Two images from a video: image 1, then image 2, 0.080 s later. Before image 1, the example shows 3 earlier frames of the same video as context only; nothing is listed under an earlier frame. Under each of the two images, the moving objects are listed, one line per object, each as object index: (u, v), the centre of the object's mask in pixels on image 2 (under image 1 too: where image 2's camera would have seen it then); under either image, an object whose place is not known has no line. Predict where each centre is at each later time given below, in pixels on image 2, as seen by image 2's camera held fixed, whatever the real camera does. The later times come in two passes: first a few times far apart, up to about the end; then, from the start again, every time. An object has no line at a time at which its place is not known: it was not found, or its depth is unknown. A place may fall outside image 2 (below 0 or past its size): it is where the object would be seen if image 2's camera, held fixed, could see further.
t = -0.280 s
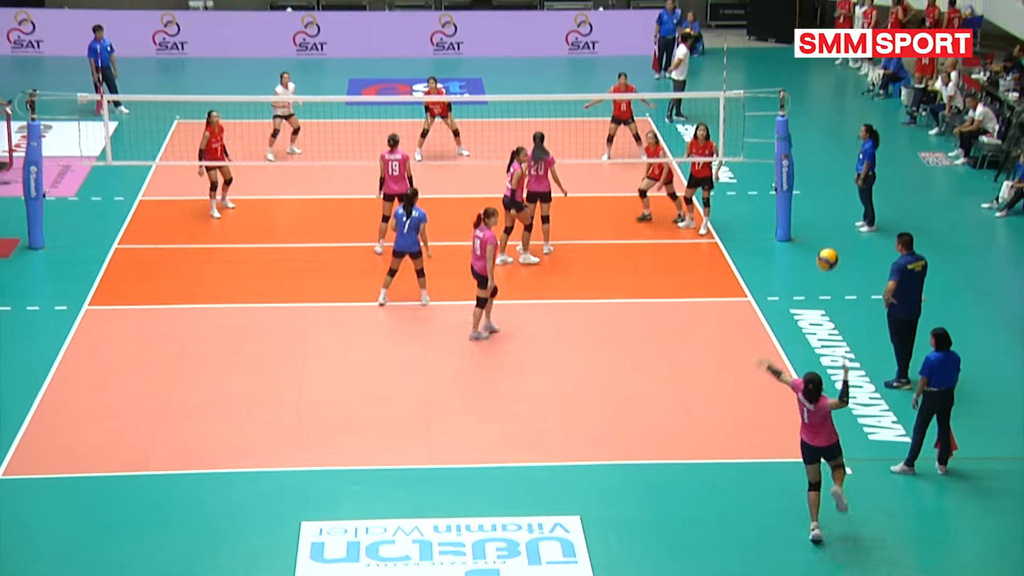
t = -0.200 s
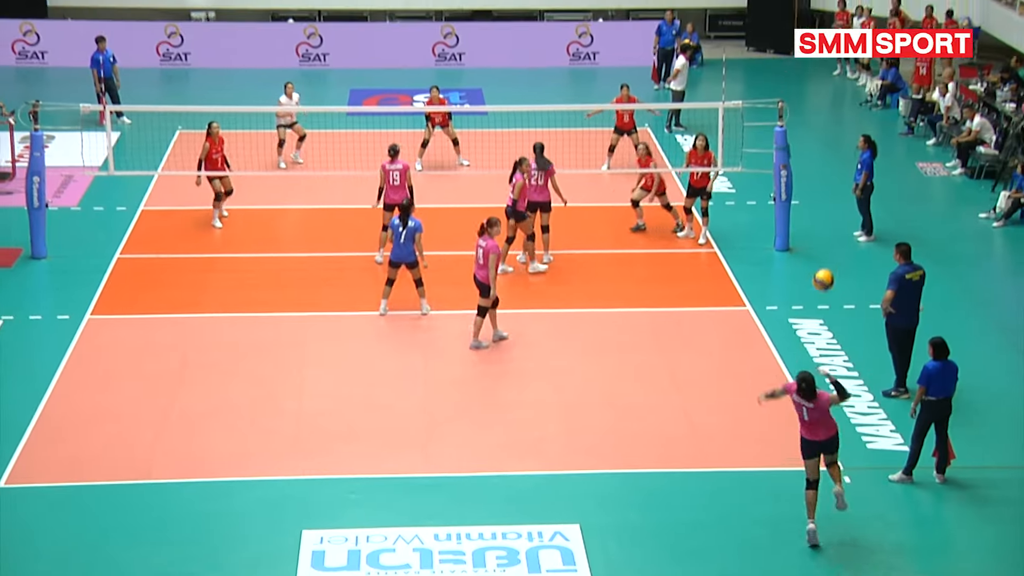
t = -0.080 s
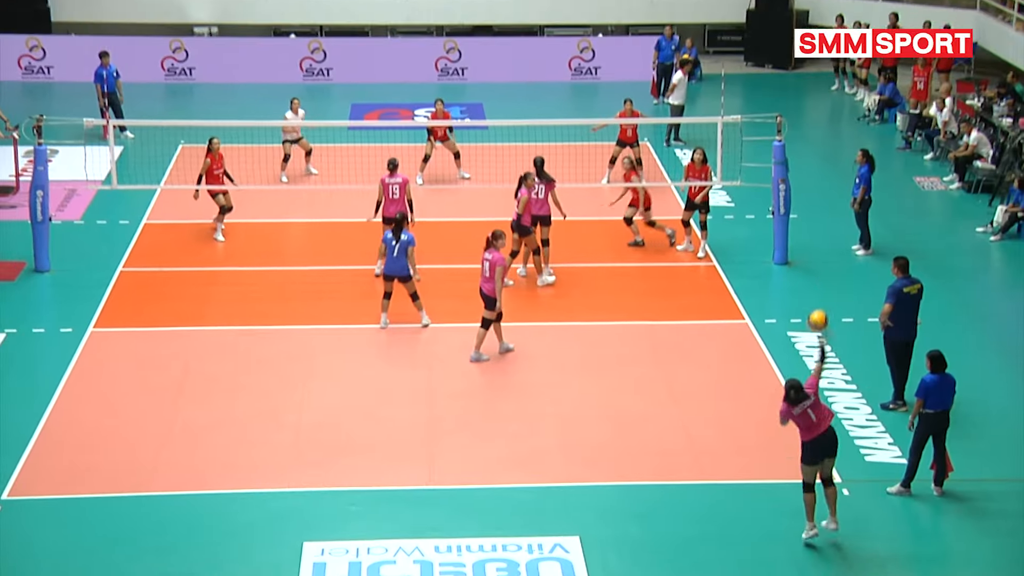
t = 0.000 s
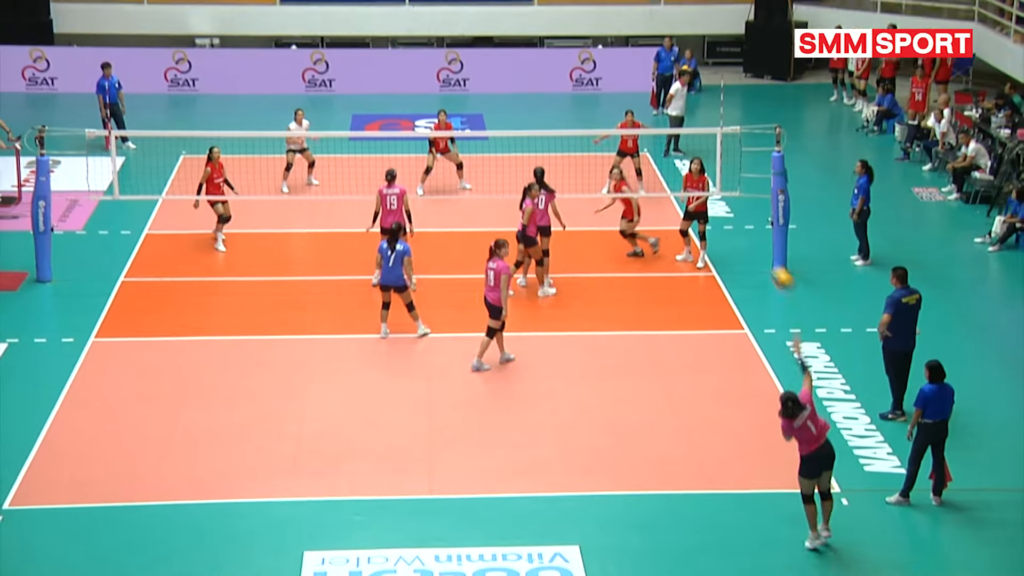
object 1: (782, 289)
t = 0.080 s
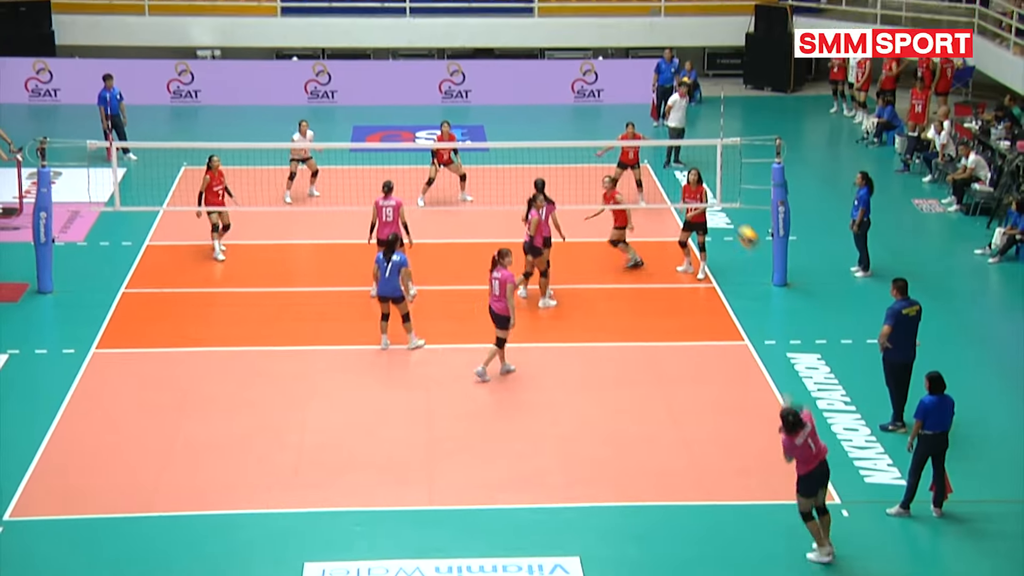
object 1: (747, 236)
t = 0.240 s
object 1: (686, 162)
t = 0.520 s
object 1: (595, 122)
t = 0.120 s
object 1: (732, 214)
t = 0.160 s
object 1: (717, 194)
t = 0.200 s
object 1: (700, 177)
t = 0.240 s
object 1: (686, 162)
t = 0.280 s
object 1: (673, 153)
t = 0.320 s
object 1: (658, 142)
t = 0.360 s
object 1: (645, 135)
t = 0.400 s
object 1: (632, 130)
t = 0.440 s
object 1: (619, 126)
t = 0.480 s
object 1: (607, 123)
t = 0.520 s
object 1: (595, 122)
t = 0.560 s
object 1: (583, 123)
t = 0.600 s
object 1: (572, 124)
